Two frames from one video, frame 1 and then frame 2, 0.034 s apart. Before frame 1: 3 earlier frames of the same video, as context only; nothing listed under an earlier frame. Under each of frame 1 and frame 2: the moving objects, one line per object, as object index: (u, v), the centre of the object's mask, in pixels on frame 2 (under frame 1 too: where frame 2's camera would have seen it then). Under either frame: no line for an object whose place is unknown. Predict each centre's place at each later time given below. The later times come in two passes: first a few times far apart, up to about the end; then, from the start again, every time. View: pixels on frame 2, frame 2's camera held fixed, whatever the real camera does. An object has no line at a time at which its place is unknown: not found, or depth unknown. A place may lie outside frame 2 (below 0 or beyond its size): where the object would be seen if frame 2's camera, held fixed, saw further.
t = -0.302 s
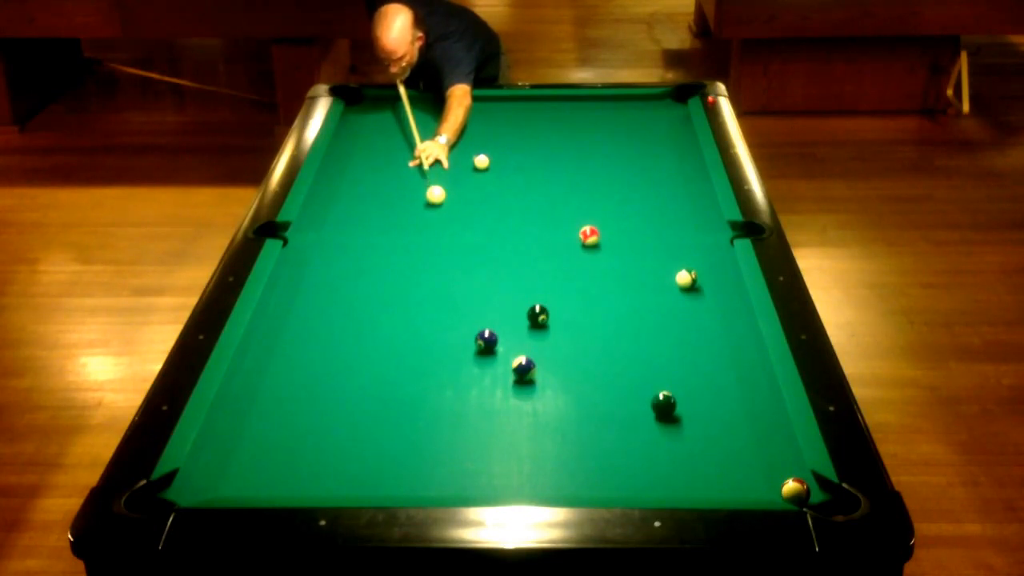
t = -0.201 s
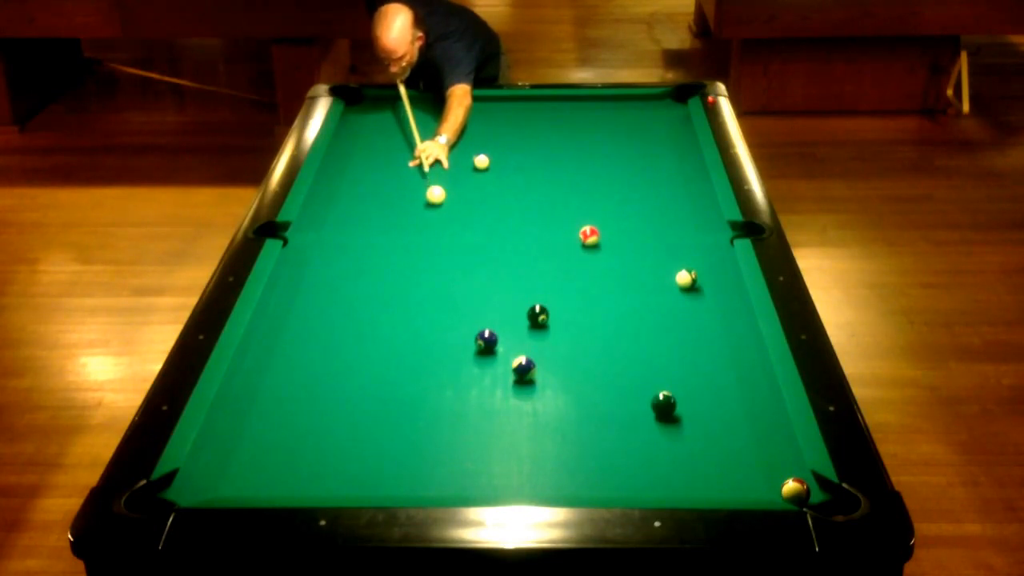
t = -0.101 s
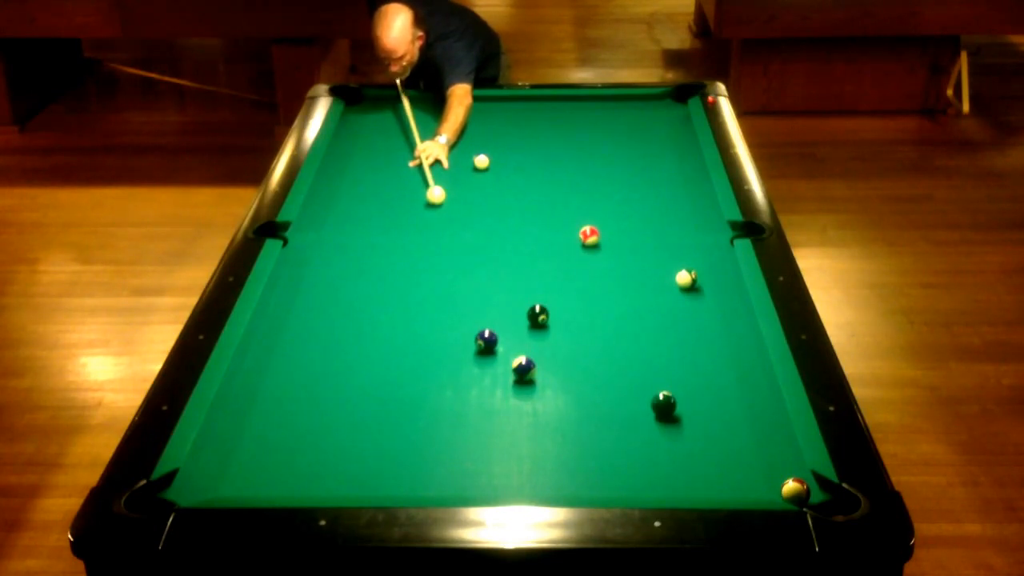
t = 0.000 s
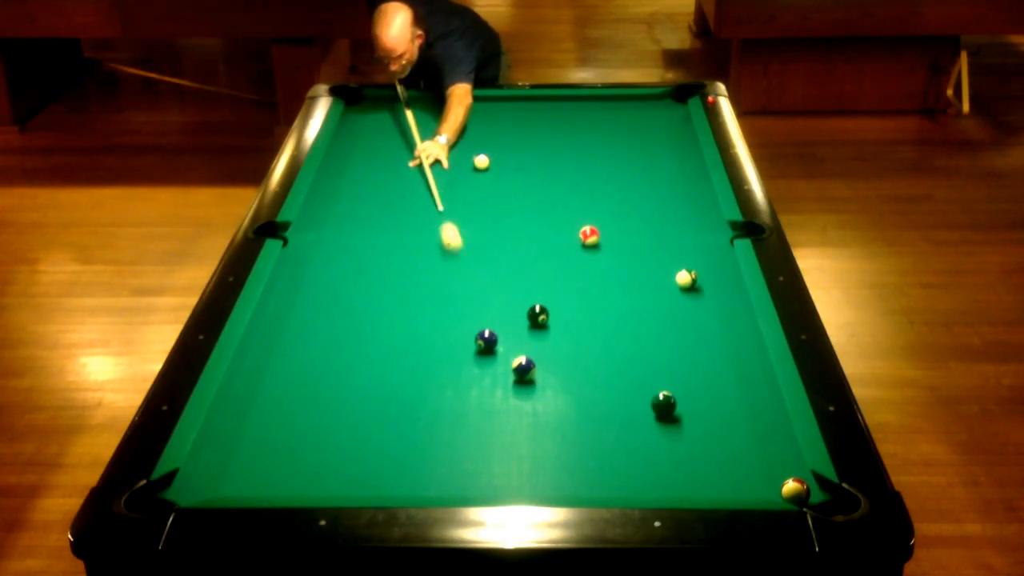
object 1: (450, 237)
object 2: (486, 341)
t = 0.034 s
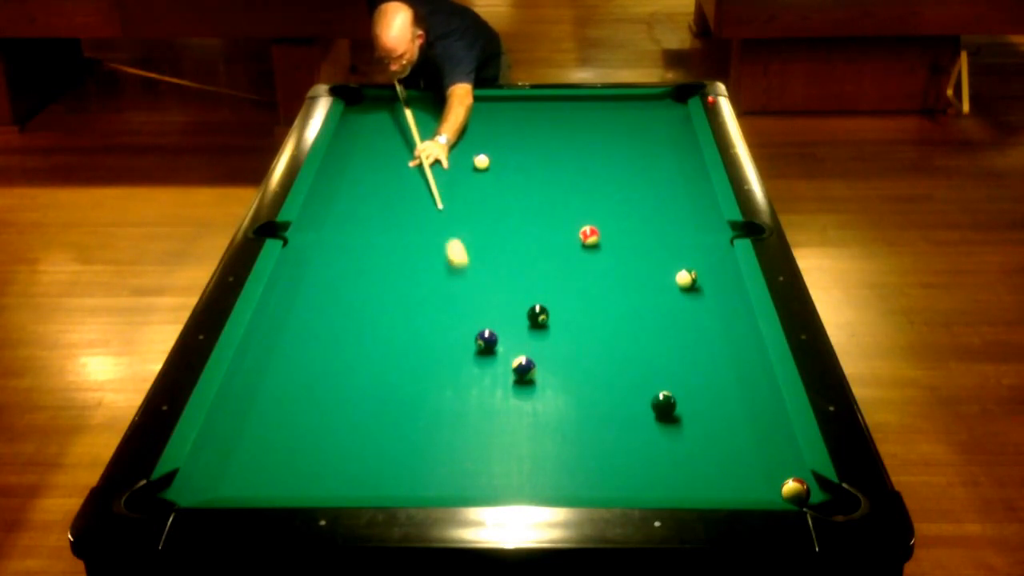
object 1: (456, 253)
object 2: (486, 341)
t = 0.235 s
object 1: (482, 328)
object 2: (500, 379)
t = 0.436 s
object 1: (481, 327)
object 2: (544, 476)
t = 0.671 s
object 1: (481, 326)
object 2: (564, 403)
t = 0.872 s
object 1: (481, 326)
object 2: (579, 356)
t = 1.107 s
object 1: (481, 326)
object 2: (593, 308)
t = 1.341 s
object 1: (481, 327)
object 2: (605, 267)
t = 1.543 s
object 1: (481, 327)
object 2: (615, 238)
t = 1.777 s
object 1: (481, 327)
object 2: (625, 206)
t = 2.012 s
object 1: (481, 327)
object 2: (633, 179)
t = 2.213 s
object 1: (481, 327)
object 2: (640, 158)
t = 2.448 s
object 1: (481, 326)
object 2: (648, 136)
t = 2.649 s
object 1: (481, 327)
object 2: (654, 119)
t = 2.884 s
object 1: (481, 327)
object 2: (658, 102)
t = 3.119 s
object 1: (481, 327)
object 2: (672, 103)
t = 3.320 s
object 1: (481, 327)
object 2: (680, 108)
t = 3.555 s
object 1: (481, 327)
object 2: (675, 114)
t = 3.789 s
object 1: (481, 327)
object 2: (669, 119)
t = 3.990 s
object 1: (481, 327)
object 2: (665, 123)
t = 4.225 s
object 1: (481, 327)
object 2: (660, 129)
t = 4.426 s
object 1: (481, 327)
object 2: (655, 132)
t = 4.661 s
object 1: (481, 327)
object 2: (652, 136)
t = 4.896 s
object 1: (481, 327)
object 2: (648, 140)
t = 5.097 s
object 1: (481, 327)
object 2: (646, 142)
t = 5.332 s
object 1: (481, 327)
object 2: (643, 145)
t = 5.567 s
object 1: (481, 327)
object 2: (641, 147)
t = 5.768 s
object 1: (481, 327)
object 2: (639, 149)
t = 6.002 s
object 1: (481, 327)
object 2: (638, 150)
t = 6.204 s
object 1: (481, 327)
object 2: (637, 151)
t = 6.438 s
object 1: (481, 327)
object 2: (637, 152)
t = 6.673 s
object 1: (481, 327)
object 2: (637, 152)
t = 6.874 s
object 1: (481, 327)
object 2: (637, 152)
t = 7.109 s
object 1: (481, 327)
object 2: (637, 152)
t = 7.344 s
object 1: (481, 327)
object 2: (637, 152)
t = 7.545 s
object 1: (481, 327)
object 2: (637, 152)
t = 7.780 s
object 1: (481, 327)
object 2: (637, 152)
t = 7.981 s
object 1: (481, 326)
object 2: (637, 152)
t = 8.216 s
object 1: (481, 327)
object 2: (637, 152)
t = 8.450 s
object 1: (481, 327)
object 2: (637, 152)
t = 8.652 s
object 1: (481, 327)
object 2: (637, 152)
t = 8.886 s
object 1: (481, 327)
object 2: (637, 152)
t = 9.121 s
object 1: (481, 327)
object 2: (637, 152)
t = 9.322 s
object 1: (481, 327)
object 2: (637, 152)
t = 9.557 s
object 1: (481, 327)
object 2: (637, 152)
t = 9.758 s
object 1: (481, 327)
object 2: (637, 152)
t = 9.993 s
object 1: (481, 327)
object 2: (637, 152)
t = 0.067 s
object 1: (462, 270)
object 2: (486, 341)
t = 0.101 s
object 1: (468, 288)
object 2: (486, 341)
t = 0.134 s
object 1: (475, 307)
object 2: (486, 341)
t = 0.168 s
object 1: (481, 322)
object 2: (486, 343)
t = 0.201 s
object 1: (482, 327)
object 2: (494, 358)
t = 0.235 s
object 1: (482, 328)
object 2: (500, 379)
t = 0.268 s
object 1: (482, 328)
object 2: (508, 401)
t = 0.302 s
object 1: (482, 328)
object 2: (515, 424)
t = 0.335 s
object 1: (482, 328)
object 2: (523, 446)
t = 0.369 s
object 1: (482, 327)
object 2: (532, 470)
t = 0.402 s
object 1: (482, 327)
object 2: (540, 482)
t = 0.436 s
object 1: (481, 327)
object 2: (544, 476)
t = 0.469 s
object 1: (481, 327)
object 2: (547, 464)
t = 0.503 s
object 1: (481, 327)
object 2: (550, 451)
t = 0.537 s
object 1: (481, 327)
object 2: (553, 441)
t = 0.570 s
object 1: (481, 326)
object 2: (556, 430)
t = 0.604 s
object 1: (481, 326)
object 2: (559, 421)
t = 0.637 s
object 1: (481, 326)
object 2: (562, 412)
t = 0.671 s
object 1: (481, 326)
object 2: (564, 403)
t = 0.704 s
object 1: (481, 326)
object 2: (567, 395)
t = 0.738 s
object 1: (481, 326)
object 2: (569, 386)
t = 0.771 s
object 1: (481, 326)
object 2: (572, 379)
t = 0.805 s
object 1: (481, 326)
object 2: (574, 372)
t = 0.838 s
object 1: (481, 326)
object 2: (576, 363)
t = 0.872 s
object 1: (481, 326)
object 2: (579, 356)
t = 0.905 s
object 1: (481, 326)
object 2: (581, 348)
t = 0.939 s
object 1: (481, 326)
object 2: (583, 341)
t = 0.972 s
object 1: (481, 326)
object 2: (585, 334)
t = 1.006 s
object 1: (481, 327)
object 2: (587, 328)
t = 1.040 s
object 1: (481, 326)
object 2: (589, 321)
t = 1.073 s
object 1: (481, 326)
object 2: (591, 315)
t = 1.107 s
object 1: (481, 326)
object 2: (593, 308)
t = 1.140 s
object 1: (481, 327)
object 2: (595, 302)
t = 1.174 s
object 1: (481, 327)
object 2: (597, 296)
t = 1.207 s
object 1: (481, 327)
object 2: (599, 290)
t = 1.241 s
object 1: (481, 327)
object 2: (601, 284)
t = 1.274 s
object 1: (481, 327)
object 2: (602, 279)
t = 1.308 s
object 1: (481, 327)
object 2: (604, 273)
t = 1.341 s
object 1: (481, 327)
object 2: (605, 267)
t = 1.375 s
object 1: (481, 327)
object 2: (607, 262)
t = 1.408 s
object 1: (481, 327)
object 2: (609, 257)
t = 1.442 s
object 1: (481, 326)
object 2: (610, 252)
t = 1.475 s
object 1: (481, 327)
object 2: (612, 247)
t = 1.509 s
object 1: (481, 327)
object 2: (613, 242)
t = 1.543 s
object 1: (481, 327)
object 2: (615, 238)
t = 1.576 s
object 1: (481, 327)
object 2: (617, 233)
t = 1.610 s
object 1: (481, 327)
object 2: (618, 228)
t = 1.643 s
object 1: (481, 326)
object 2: (619, 223)
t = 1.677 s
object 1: (481, 327)
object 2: (621, 219)
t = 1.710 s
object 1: (481, 327)
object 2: (622, 215)
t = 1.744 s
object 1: (481, 327)
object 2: (624, 211)
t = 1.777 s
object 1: (481, 327)
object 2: (625, 206)
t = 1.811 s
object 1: (481, 327)
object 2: (626, 202)
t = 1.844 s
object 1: (481, 327)
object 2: (627, 198)
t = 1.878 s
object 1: (481, 327)
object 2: (628, 194)
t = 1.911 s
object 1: (481, 327)
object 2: (630, 191)
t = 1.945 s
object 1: (481, 327)
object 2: (631, 187)
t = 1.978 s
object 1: (481, 326)
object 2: (632, 183)
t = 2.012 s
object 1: (481, 327)
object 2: (633, 179)
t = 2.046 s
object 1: (481, 327)
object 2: (635, 175)
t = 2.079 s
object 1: (481, 327)
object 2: (636, 172)
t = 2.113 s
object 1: (481, 326)
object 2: (637, 168)
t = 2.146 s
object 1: (481, 327)
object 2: (638, 164)
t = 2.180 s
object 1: (481, 327)
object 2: (639, 162)
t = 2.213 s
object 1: (481, 327)
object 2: (640, 158)
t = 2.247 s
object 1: (481, 326)
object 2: (642, 155)
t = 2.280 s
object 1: (481, 327)
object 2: (643, 152)
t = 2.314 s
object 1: (481, 327)
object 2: (644, 148)
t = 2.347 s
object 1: (481, 327)
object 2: (644, 145)
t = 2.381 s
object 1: (481, 327)
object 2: (646, 142)
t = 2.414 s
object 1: (481, 327)
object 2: (647, 139)
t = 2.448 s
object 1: (481, 326)
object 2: (648, 136)
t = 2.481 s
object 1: (481, 326)
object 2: (649, 133)
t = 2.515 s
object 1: (481, 327)
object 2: (650, 130)
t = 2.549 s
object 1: (481, 327)
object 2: (650, 127)
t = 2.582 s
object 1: (481, 327)
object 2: (651, 124)
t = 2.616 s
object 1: (481, 327)
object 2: (652, 122)
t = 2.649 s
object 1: (481, 327)
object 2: (654, 119)
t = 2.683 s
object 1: (481, 326)
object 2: (654, 116)
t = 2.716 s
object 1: (481, 327)
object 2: (655, 113)
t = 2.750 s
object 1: (481, 327)
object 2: (656, 111)
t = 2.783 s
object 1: (481, 327)
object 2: (656, 109)
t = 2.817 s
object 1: (481, 327)
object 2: (656, 107)
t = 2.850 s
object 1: (481, 327)
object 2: (658, 104)
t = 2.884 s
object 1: (481, 327)
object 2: (658, 102)
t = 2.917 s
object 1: (481, 327)
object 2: (659, 98)
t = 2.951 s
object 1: (481, 327)
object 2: (660, 98)
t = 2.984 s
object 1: (481, 327)
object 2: (663, 99)
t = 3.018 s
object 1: (481, 327)
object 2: (664, 100)
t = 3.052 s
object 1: (481, 327)
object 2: (667, 100)
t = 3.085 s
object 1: (481, 327)
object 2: (670, 102)
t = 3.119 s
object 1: (481, 327)
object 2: (672, 103)
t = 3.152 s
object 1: (481, 327)
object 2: (674, 104)
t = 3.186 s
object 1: (481, 327)
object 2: (677, 105)
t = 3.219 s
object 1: (481, 327)
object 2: (679, 105)
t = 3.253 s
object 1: (481, 327)
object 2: (681, 107)
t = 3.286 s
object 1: (481, 327)
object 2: (680, 107)
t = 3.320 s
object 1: (481, 327)
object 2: (680, 108)
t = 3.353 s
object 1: (481, 327)
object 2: (679, 108)
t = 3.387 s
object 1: (481, 327)
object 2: (678, 109)
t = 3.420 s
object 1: (481, 327)
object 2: (677, 110)
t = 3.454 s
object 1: (481, 327)
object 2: (677, 111)
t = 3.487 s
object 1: (481, 327)
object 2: (676, 112)
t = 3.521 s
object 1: (481, 327)
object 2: (675, 113)
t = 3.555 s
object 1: (481, 327)
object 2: (675, 114)
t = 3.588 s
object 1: (481, 327)
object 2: (673, 115)
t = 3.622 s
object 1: (481, 327)
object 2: (673, 115)
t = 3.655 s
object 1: (481, 327)
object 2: (672, 116)
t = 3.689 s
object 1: (481, 327)
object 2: (671, 117)
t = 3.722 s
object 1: (481, 327)
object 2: (671, 117)
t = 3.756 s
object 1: (481, 327)
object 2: (670, 118)
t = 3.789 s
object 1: (481, 327)
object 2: (669, 119)
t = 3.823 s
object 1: (481, 327)
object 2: (669, 120)
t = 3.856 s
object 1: (481, 327)
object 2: (668, 120)
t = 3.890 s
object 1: (481, 327)
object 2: (667, 121)
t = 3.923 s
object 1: (481, 327)
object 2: (666, 121)
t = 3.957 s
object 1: (481, 327)
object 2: (665, 122)
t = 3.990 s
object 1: (481, 327)
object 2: (665, 123)
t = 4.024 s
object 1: (481, 327)
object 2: (664, 124)
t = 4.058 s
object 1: (481, 327)
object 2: (663, 125)
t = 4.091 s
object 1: (481, 327)
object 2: (662, 126)
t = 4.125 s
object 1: (481, 327)
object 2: (661, 126)
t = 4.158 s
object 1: (481, 327)
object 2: (661, 127)
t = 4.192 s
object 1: (481, 327)
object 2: (660, 128)
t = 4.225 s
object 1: (481, 327)
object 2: (660, 129)
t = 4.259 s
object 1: (481, 327)
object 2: (658, 129)
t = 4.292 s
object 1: (481, 327)
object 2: (658, 129)
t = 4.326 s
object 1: (481, 327)
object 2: (657, 130)
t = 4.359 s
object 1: (481, 327)
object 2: (656, 130)
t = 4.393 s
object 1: (481, 327)
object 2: (656, 131)
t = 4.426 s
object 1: (481, 327)
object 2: (655, 132)
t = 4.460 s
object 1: (481, 327)
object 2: (655, 133)
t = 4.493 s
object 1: (481, 327)
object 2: (654, 133)
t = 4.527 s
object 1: (481, 327)
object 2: (654, 134)
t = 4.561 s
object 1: (481, 327)
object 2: (653, 135)
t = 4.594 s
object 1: (481, 327)
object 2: (653, 135)
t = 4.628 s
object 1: (481, 327)
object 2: (652, 135)
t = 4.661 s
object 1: (481, 327)
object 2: (652, 136)
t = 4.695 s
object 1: (481, 327)
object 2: (651, 136)
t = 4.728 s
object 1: (481, 327)
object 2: (651, 137)
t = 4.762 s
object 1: (481, 327)
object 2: (650, 137)
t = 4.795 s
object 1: (481, 327)
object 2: (650, 138)
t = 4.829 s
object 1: (481, 327)
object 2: (649, 138)
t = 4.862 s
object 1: (481, 327)
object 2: (649, 139)
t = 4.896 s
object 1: (481, 327)
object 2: (648, 140)
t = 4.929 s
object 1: (481, 327)
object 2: (648, 140)
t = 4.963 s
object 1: (481, 327)
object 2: (647, 141)
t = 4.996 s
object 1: (481, 327)
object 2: (647, 141)
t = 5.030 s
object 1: (481, 327)
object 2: (646, 141)
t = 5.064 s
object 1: (481, 327)
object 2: (646, 142)
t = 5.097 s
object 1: (481, 327)
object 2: (646, 142)
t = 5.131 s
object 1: (481, 327)
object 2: (645, 143)
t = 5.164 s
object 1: (481, 327)
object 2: (645, 143)
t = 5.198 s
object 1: (481, 327)
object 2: (645, 143)
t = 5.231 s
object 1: (481, 327)
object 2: (644, 144)
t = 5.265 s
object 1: (481, 327)
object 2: (644, 144)
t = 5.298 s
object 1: (481, 327)
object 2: (644, 145)
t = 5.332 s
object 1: (481, 327)
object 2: (643, 145)
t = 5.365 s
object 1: (481, 327)
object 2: (643, 145)
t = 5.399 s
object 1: (481, 327)
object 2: (642, 145)
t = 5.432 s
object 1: (481, 327)
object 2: (642, 145)
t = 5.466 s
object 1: (481, 327)
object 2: (642, 146)
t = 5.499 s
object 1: (481, 327)
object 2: (641, 146)
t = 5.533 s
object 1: (481, 327)
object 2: (641, 147)
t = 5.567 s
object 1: (481, 327)
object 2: (641, 147)
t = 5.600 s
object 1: (481, 327)
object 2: (640, 148)
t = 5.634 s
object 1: (481, 327)
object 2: (640, 148)
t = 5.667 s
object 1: (481, 327)
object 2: (640, 148)
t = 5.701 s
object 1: (481, 327)
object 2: (640, 148)
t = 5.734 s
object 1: (481, 327)
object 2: (639, 148)
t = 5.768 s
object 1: (481, 327)
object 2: (639, 149)
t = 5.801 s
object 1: (481, 327)
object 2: (639, 149)
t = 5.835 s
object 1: (481, 327)
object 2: (639, 149)
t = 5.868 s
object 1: (481, 327)
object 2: (639, 150)
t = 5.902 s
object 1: (481, 327)
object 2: (638, 150)
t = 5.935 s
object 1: (481, 327)
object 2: (638, 150)
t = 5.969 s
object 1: (481, 327)
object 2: (638, 150)
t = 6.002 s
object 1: (481, 327)
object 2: (638, 150)
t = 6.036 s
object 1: (481, 327)
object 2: (638, 150)
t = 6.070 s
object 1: (481, 327)
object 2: (638, 150)
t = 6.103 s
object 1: (481, 327)
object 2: (638, 151)
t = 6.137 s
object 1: (481, 327)
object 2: (637, 151)
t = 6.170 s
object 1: (481, 327)
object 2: (637, 151)
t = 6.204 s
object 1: (481, 327)
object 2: (637, 151)
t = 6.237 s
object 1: (481, 327)
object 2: (637, 151)
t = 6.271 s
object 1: (481, 327)
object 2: (637, 151)
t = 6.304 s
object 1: (481, 327)
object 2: (637, 151)
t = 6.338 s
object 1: (481, 327)
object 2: (637, 151)
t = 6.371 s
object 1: (481, 327)
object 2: (637, 151)
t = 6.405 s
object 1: (481, 327)
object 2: (637, 152)
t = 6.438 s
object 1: (481, 327)
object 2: (637, 152)
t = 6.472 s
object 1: (481, 327)
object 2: (637, 152)
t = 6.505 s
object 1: (481, 327)
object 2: (637, 152)
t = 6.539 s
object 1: (481, 327)
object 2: (637, 152)
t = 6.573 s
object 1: (481, 327)
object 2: (637, 152)
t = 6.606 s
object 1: (481, 327)
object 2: (637, 152)
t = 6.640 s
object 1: (481, 327)
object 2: (637, 152)
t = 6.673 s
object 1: (481, 327)
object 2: (637, 152)
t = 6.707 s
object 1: (481, 327)
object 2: (637, 152)
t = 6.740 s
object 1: (481, 327)
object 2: (637, 152)
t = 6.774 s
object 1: (481, 327)
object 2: (637, 152)
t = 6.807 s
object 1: (481, 327)
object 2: (637, 152)
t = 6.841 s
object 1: (481, 327)
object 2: (637, 152)
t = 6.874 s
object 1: (481, 327)
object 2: (637, 152)
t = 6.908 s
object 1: (481, 327)
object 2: (637, 152)
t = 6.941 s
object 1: (481, 327)
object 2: (637, 152)
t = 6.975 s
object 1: (481, 327)
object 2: (637, 152)
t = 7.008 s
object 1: (481, 327)
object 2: (637, 152)
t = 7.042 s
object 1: (481, 327)
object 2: (637, 152)
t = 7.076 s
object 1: (481, 327)
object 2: (637, 152)
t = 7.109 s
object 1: (481, 327)
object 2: (637, 152)
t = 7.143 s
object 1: (481, 327)
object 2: (637, 152)
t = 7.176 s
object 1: (481, 327)
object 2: (637, 152)
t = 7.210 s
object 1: (481, 327)
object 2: (637, 152)
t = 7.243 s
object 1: (481, 327)
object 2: (637, 152)
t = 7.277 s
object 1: (481, 327)
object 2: (637, 152)
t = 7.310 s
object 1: (481, 327)
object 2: (637, 152)
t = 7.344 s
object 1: (481, 327)
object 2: (637, 152)
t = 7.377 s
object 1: (481, 327)
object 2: (637, 152)
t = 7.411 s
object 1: (481, 327)
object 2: (637, 152)
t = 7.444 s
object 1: (481, 327)
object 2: (637, 152)
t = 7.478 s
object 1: (481, 327)
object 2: (637, 152)
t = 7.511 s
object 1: (481, 327)
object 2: (637, 152)
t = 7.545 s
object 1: (481, 327)
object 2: (637, 152)
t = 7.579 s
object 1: (481, 327)
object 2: (637, 152)
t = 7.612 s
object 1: (481, 327)
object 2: (637, 152)
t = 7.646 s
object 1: (481, 327)
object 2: (637, 152)
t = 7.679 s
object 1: (481, 327)
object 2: (637, 152)
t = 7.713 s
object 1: (481, 327)
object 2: (637, 152)
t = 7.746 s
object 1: (481, 327)
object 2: (637, 152)
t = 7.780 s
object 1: (481, 327)
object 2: (637, 152)
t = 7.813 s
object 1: (481, 327)
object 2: (637, 152)
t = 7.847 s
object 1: (481, 327)
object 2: (637, 152)
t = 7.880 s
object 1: (481, 327)
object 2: (637, 152)
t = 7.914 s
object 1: (481, 327)
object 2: (637, 152)
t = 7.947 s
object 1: (481, 327)
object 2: (637, 152)
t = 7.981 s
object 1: (481, 326)
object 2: (637, 152)
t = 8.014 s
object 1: (481, 327)
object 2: (637, 152)
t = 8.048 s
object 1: (481, 327)
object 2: (637, 152)
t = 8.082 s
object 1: (481, 327)
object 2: (637, 152)
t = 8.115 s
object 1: (481, 327)
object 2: (637, 152)
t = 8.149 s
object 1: (481, 327)
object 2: (637, 152)
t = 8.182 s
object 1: (481, 327)
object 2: (637, 152)
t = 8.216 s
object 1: (481, 327)
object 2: (637, 152)
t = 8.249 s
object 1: (481, 327)
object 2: (637, 152)
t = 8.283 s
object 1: (481, 327)
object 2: (637, 152)
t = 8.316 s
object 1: (481, 327)
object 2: (637, 152)
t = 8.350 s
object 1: (481, 327)
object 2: (637, 152)
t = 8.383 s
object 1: (481, 327)
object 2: (637, 152)
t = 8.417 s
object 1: (481, 327)
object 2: (637, 152)
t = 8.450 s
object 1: (481, 327)
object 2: (637, 152)
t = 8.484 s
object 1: (481, 327)
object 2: (637, 152)
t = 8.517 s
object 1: (481, 327)
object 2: (637, 152)
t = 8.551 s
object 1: (481, 327)
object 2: (637, 152)
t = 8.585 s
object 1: (481, 327)
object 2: (637, 152)
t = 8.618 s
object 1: (481, 327)
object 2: (637, 152)
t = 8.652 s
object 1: (481, 327)
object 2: (637, 152)
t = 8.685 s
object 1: (481, 327)
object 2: (637, 152)
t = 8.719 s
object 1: (481, 327)
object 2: (637, 152)
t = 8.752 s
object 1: (481, 327)
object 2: (637, 152)
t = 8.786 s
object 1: (481, 327)
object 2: (637, 152)
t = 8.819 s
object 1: (481, 327)
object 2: (637, 152)
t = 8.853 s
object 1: (481, 327)
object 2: (637, 152)
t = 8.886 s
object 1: (481, 327)
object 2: (637, 152)
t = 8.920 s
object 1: (481, 327)
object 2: (637, 152)
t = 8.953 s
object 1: (481, 327)
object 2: (637, 152)
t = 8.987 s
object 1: (481, 327)
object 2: (637, 152)
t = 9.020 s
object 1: (481, 327)
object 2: (637, 152)
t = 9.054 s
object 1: (481, 327)
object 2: (637, 152)
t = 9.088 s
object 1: (481, 327)
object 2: (637, 152)
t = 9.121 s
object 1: (481, 327)
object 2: (637, 152)
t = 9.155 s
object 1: (481, 327)
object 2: (637, 152)
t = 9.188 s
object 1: (481, 327)
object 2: (637, 152)
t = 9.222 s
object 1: (481, 327)
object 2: (637, 152)
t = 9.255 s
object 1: (481, 327)
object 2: (637, 152)
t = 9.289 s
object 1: (481, 327)
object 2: (637, 152)
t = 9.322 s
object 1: (481, 327)
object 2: (637, 152)
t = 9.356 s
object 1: (481, 327)
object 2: (637, 152)
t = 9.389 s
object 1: (481, 327)
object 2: (637, 152)
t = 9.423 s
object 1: (481, 327)
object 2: (637, 152)
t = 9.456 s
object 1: (481, 327)
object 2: (637, 152)
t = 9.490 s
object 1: (481, 327)
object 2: (637, 152)
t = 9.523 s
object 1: (481, 327)
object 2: (637, 152)
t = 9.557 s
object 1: (481, 327)
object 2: (637, 152)
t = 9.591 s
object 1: (481, 327)
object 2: (637, 152)
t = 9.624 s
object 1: (481, 327)
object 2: (637, 152)
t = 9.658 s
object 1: (481, 327)
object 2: (637, 152)
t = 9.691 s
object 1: (481, 327)
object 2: (637, 152)
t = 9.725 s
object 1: (481, 327)
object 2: (637, 152)
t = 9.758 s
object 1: (481, 327)
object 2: (637, 152)
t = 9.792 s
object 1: (481, 327)
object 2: (637, 152)
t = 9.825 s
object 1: (481, 327)
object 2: (637, 152)
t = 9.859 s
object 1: (481, 327)
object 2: (637, 152)
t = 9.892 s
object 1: (481, 327)
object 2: (637, 152)
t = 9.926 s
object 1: (481, 327)
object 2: (637, 152)
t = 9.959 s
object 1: (481, 327)
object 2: (637, 152)
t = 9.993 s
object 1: (481, 327)
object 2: (637, 152)
